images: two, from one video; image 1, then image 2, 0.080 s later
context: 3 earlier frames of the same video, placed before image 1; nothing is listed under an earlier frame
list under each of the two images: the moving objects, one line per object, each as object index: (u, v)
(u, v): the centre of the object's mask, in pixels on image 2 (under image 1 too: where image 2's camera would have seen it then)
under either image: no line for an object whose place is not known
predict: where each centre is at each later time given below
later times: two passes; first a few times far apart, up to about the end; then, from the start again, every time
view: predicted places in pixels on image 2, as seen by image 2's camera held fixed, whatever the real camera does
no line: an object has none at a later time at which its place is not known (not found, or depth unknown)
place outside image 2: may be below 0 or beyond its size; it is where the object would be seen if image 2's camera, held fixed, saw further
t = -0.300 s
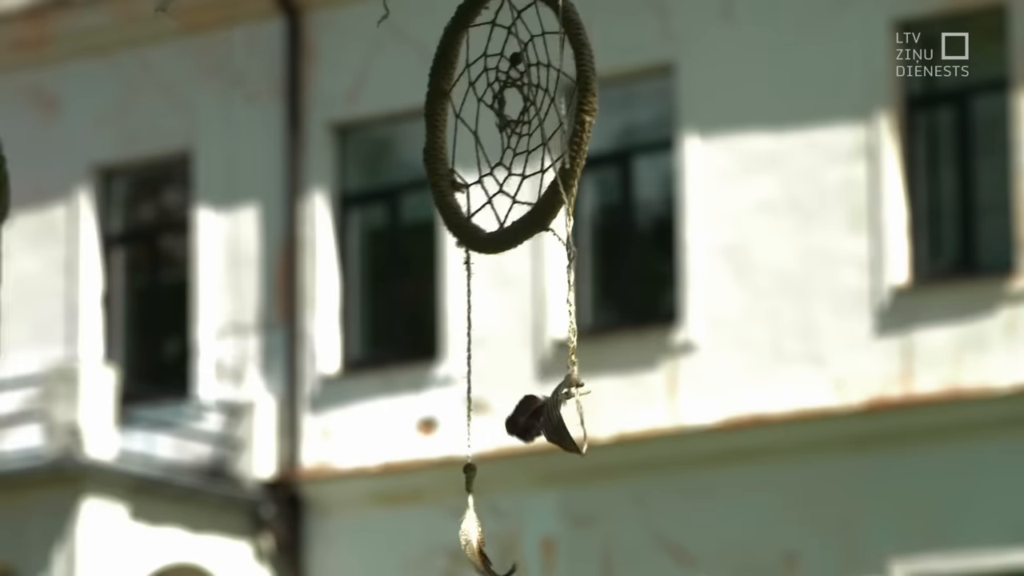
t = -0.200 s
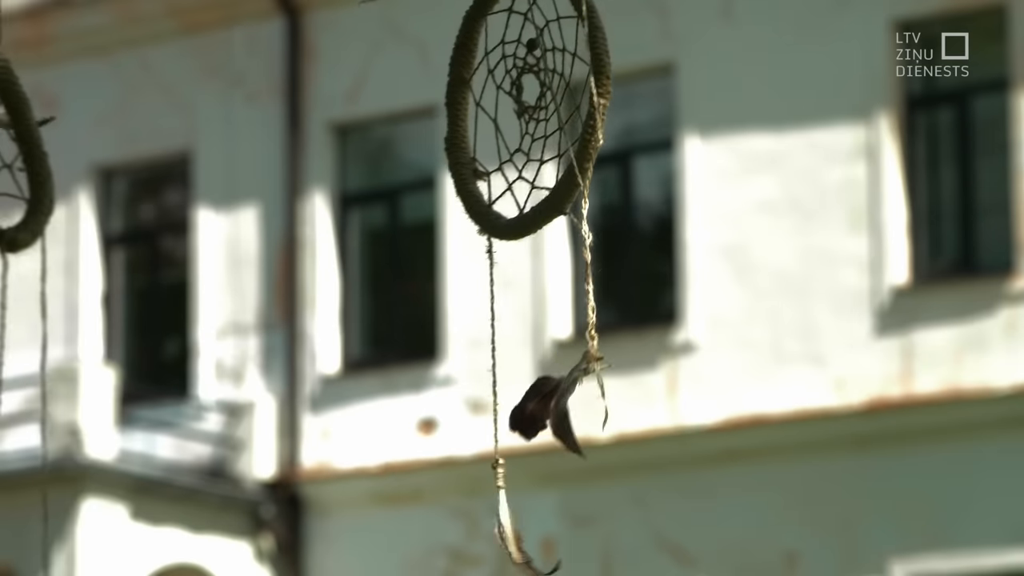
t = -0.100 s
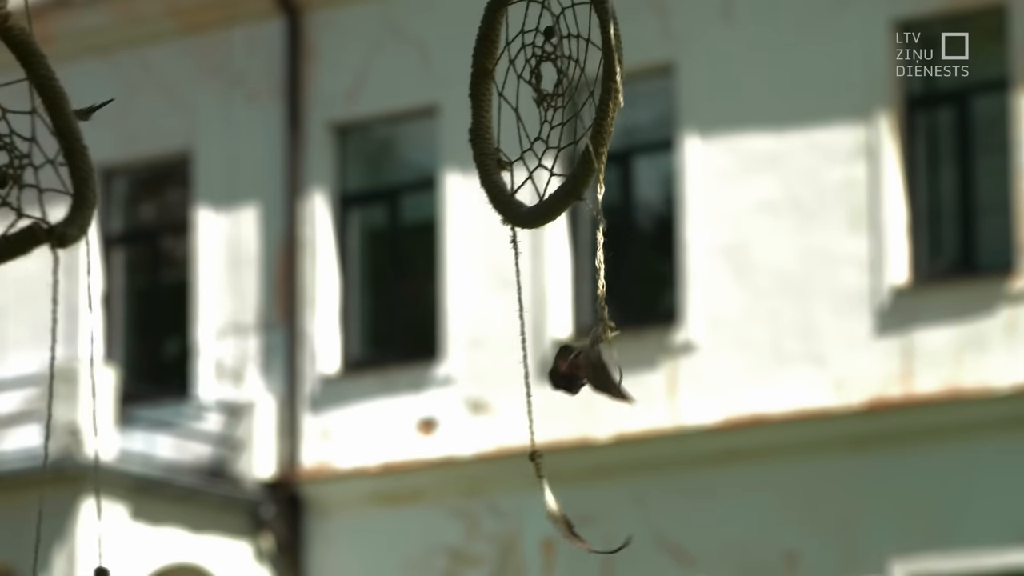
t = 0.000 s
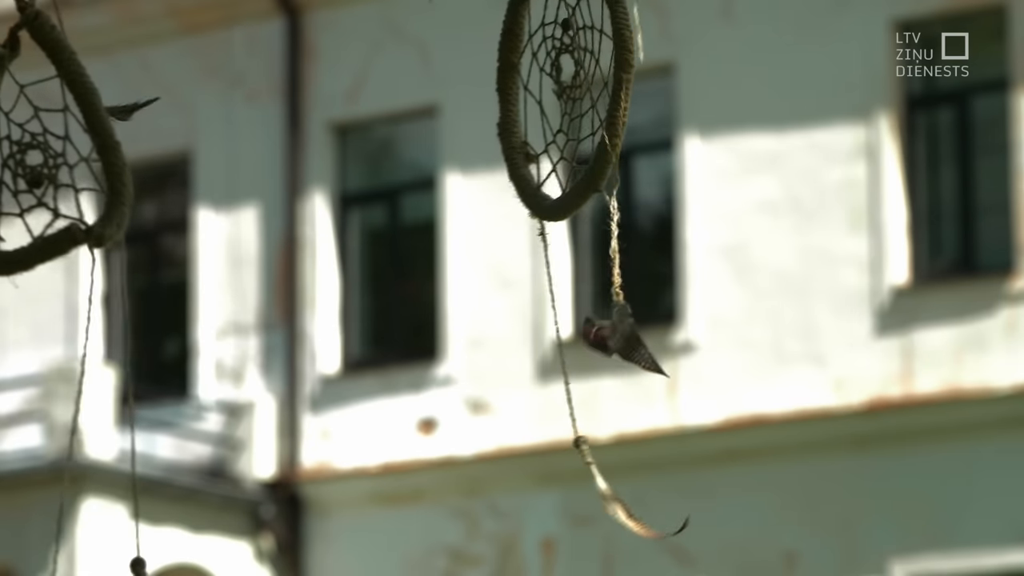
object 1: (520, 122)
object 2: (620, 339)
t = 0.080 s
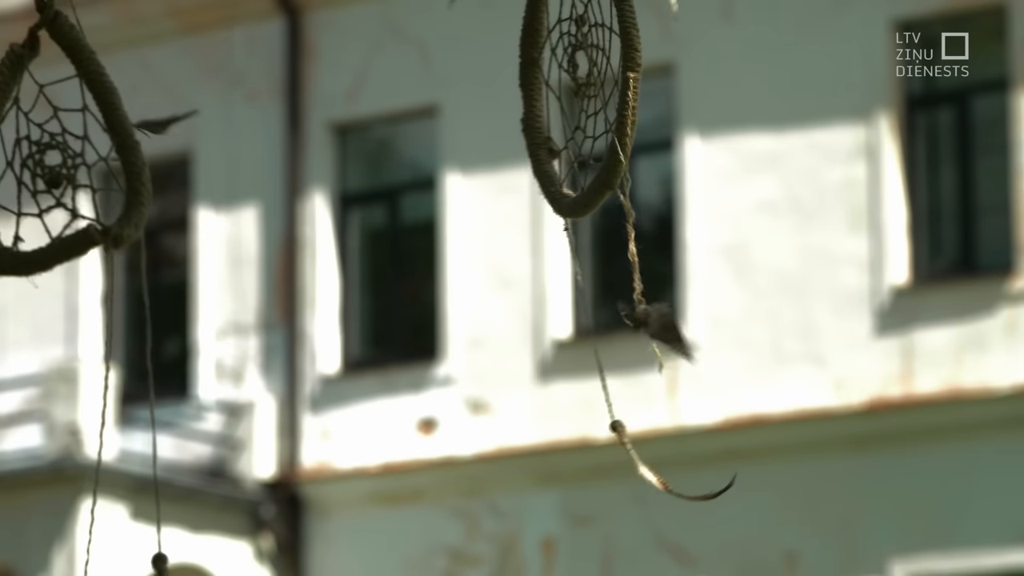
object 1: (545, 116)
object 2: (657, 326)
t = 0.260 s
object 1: (599, 105)
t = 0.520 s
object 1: (638, 94)
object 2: (818, 329)
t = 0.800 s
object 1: (597, 103)
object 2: (737, 302)
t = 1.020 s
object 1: (540, 126)
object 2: (578, 324)
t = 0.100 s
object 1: (551, 111)
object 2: (663, 320)
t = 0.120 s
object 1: (559, 117)
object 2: (670, 316)
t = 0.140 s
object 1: (563, 109)
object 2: (674, 313)
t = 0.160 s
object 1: (570, 114)
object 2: (676, 314)
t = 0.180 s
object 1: (576, 113)
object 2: (681, 316)
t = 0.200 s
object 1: (582, 113)
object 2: (682, 321)
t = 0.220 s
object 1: (587, 110)
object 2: (687, 329)
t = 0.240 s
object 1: (593, 108)
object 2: (695, 339)
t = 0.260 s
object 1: (599, 105)
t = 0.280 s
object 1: (603, 104)
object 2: (710, 352)
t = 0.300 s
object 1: (608, 103)
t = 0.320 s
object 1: (614, 103)
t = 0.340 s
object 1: (618, 102)
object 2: (742, 356)
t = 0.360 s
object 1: (622, 105)
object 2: (751, 356)
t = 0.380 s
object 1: (626, 104)
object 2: (760, 354)
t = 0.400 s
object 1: (629, 101)
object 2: (769, 352)
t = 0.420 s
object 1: (632, 100)
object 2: (778, 349)
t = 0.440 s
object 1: (638, 98)
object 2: (787, 345)
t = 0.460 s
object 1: (639, 99)
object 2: (795, 341)
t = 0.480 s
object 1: (639, 95)
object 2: (807, 339)
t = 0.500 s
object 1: (639, 94)
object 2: (812, 334)
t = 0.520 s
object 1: (638, 94)
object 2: (818, 329)
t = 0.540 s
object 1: (638, 95)
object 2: (817, 320)
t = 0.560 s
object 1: (638, 97)
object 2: (817, 313)
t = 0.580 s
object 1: (637, 98)
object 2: (816, 306)
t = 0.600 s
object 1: (635, 98)
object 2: (812, 300)
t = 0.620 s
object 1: (633, 98)
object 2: (806, 295)
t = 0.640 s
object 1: (630, 98)
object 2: (800, 292)
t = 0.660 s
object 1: (626, 97)
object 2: (792, 290)
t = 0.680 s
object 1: (623, 99)
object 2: (784, 290)
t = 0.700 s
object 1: (621, 98)
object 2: (775, 291)
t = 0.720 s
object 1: (617, 100)
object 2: (766, 292)
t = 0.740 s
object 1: (614, 98)
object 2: (757, 294)
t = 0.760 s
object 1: (610, 97)
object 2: (750, 296)
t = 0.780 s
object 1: (602, 100)
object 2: (746, 299)
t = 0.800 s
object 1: (597, 103)
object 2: (737, 302)
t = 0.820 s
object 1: (593, 110)
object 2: (724, 306)
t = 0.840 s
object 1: (588, 111)
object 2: (714, 310)
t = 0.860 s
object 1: (582, 110)
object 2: (700, 313)
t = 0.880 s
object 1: (577, 111)
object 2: (681, 317)
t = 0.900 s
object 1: (571, 107)
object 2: (669, 319)
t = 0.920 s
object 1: (565, 110)
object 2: (650, 319)
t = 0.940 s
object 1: (559, 111)
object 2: (630, 319)
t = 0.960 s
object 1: (555, 118)
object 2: (616, 318)
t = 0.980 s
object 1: (549, 123)
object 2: (601, 318)
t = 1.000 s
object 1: (545, 124)
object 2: (589, 320)
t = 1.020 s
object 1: (540, 126)
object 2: (578, 324)
